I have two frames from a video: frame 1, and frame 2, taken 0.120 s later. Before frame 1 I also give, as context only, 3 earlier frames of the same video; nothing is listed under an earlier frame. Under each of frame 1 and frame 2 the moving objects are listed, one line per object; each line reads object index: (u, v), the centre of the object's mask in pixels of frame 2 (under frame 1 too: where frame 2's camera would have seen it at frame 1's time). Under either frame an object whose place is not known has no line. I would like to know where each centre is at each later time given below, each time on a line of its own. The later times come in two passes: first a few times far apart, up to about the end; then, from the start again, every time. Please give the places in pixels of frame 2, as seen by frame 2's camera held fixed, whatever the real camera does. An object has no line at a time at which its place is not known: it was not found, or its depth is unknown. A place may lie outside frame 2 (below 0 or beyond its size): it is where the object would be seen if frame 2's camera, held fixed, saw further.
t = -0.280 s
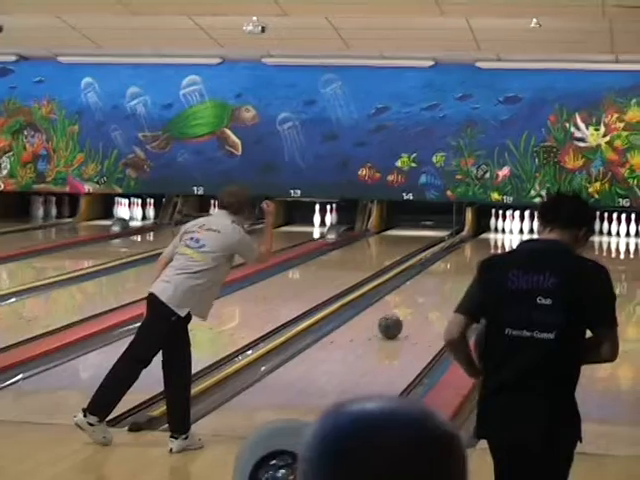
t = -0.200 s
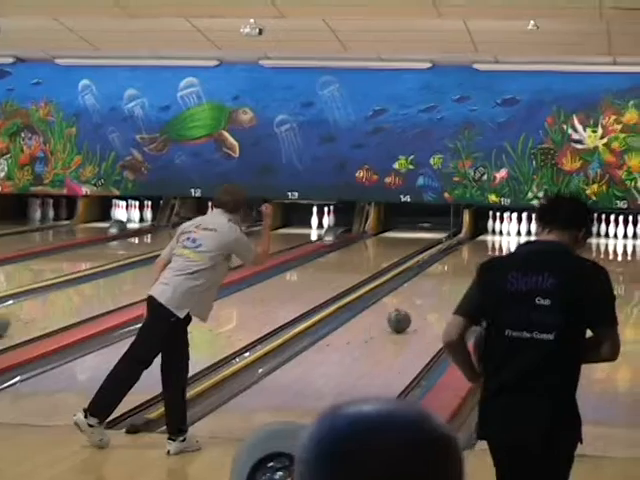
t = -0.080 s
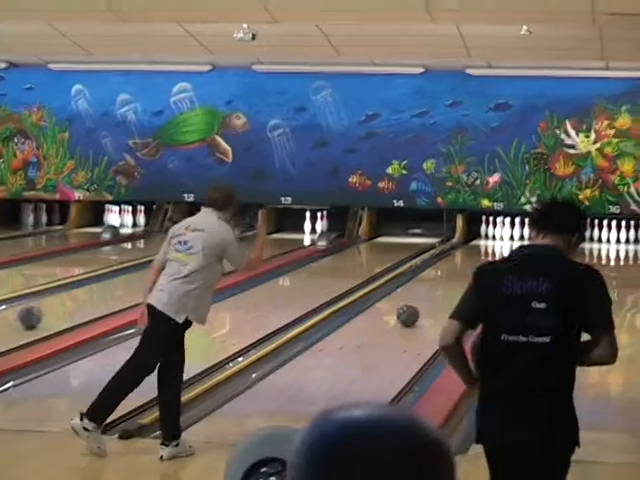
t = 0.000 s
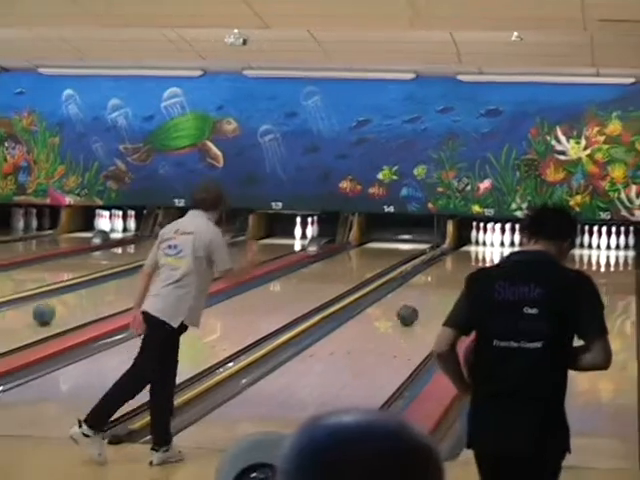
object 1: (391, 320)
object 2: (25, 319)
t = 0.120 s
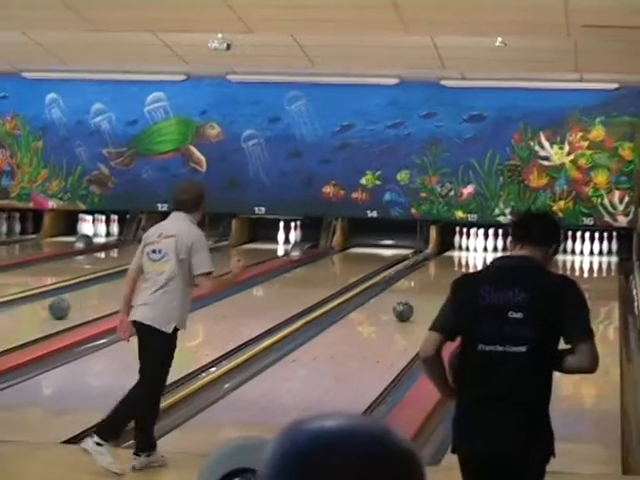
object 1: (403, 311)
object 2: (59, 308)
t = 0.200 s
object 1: (410, 306)
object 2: (79, 301)
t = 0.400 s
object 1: (427, 294)
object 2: (122, 287)
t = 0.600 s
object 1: (442, 284)
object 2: (157, 279)
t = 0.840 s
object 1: (456, 275)
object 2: (193, 267)
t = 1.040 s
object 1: (463, 265)
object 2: (217, 257)
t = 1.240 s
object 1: (470, 259)
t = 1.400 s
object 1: (473, 256)
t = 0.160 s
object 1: (407, 309)
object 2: (69, 305)
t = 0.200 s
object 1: (410, 306)
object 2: (79, 301)
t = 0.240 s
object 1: (414, 304)
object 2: (88, 300)
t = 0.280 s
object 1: (418, 301)
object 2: (97, 296)
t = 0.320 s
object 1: (421, 299)
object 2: (106, 293)
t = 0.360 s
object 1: (424, 298)
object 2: (114, 291)
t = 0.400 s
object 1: (427, 294)
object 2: (122, 287)
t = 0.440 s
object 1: (432, 294)
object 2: (129, 287)
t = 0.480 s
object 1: (434, 292)
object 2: (137, 286)
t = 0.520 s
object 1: (437, 287)
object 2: (144, 281)
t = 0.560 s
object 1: (439, 286)
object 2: (151, 280)
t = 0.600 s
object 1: (442, 284)
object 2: (157, 279)
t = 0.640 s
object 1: (444, 283)
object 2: (165, 276)
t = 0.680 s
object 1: (446, 282)
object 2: (171, 274)
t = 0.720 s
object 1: (450, 278)
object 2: (178, 271)
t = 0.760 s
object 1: (451, 277)
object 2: (183, 269)
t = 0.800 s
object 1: (454, 276)
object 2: (190, 268)
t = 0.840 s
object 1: (456, 275)
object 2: (193, 267)
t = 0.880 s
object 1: (458, 274)
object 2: (200, 264)
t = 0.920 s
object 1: (460, 271)
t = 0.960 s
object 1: (461, 268)
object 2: (209, 259)
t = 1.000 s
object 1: (461, 266)
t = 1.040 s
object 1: (463, 265)
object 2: (217, 257)
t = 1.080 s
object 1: (463, 265)
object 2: (223, 254)
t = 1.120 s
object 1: (463, 264)
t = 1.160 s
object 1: (465, 263)
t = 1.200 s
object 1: (468, 261)
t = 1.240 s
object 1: (470, 259)
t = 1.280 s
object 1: (470, 259)
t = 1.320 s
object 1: (471, 258)
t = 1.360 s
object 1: (472, 257)
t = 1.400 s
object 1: (473, 256)
